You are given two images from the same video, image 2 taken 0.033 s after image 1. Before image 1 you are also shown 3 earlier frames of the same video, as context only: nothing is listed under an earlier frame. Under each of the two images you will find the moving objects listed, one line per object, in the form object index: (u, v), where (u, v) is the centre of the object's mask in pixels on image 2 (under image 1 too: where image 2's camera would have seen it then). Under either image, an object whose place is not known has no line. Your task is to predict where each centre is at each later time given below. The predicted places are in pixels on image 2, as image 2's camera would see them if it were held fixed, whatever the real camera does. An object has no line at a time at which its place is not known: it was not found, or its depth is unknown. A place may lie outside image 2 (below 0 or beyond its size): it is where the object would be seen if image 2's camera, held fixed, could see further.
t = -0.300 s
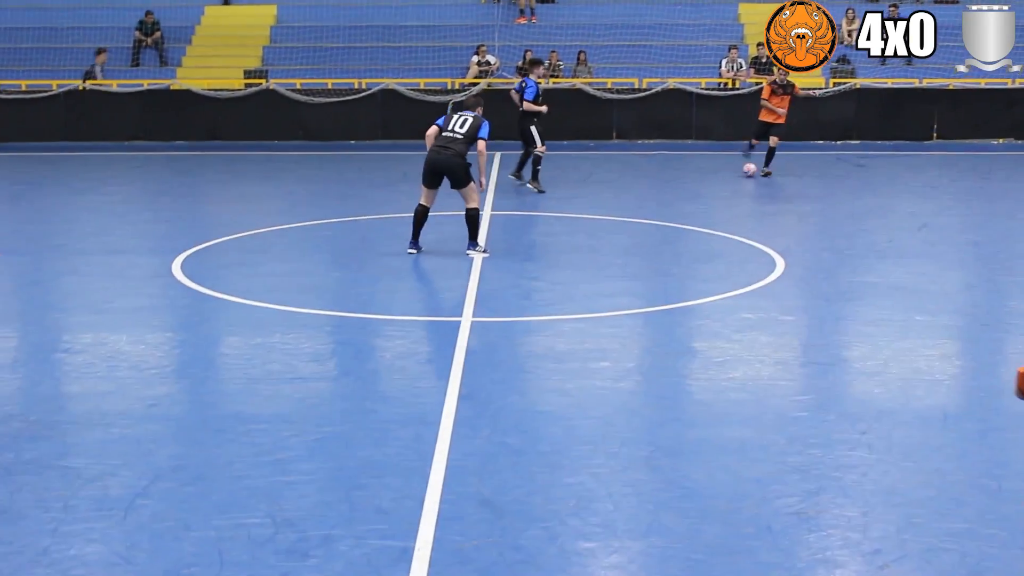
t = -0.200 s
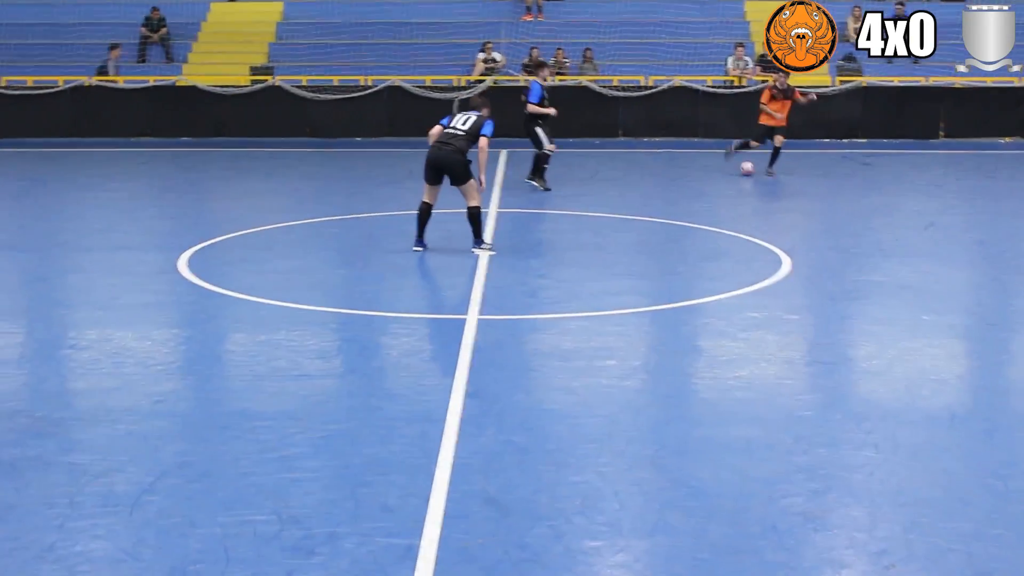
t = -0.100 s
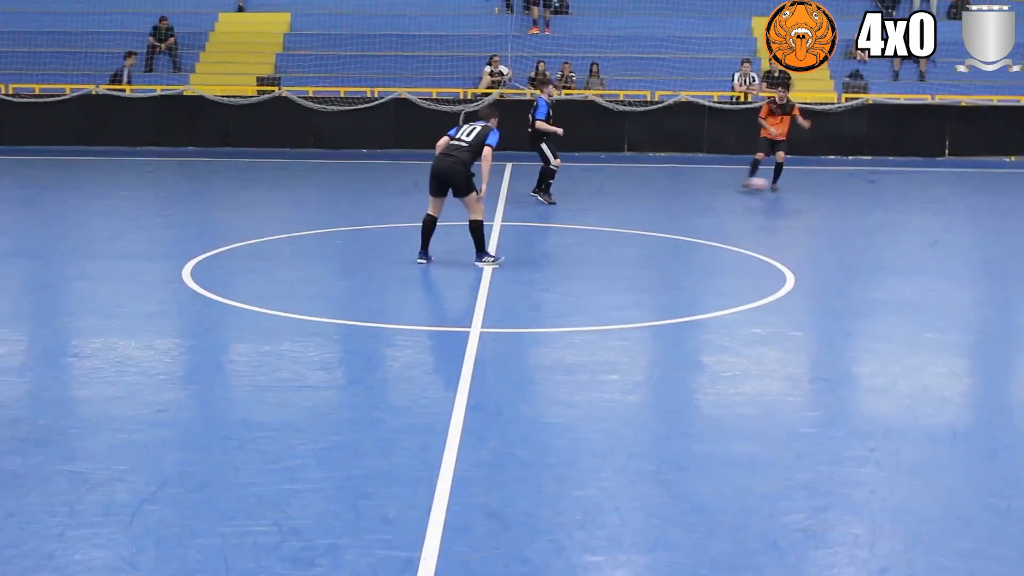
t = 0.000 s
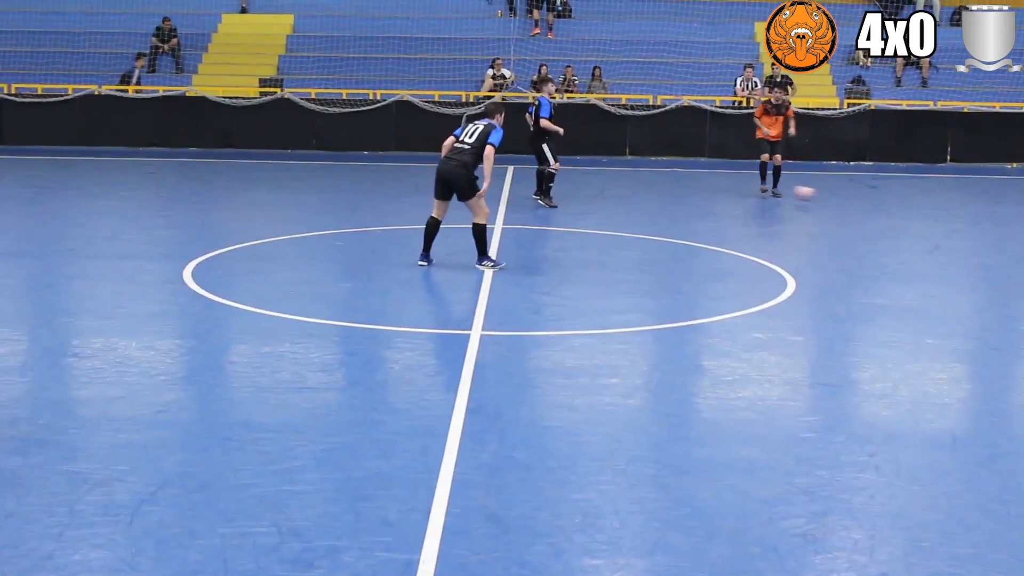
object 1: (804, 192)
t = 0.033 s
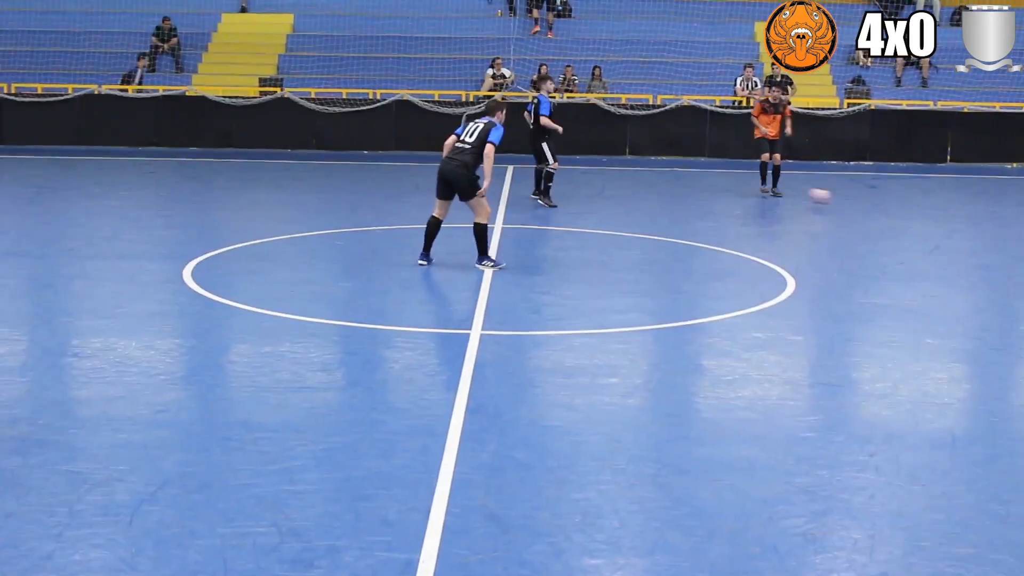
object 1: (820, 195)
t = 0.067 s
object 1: (834, 199)
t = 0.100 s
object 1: (851, 204)
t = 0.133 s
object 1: (866, 209)
